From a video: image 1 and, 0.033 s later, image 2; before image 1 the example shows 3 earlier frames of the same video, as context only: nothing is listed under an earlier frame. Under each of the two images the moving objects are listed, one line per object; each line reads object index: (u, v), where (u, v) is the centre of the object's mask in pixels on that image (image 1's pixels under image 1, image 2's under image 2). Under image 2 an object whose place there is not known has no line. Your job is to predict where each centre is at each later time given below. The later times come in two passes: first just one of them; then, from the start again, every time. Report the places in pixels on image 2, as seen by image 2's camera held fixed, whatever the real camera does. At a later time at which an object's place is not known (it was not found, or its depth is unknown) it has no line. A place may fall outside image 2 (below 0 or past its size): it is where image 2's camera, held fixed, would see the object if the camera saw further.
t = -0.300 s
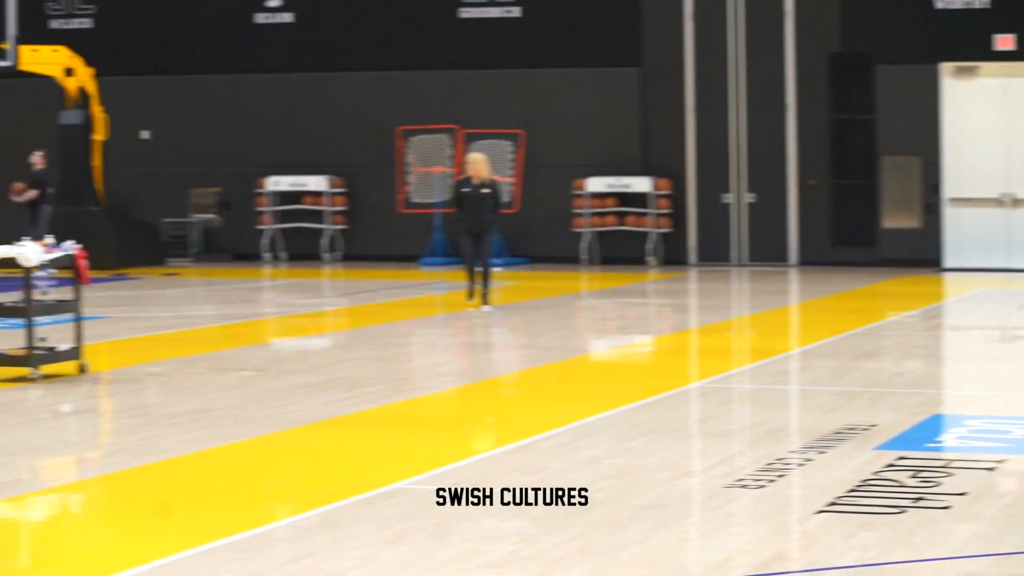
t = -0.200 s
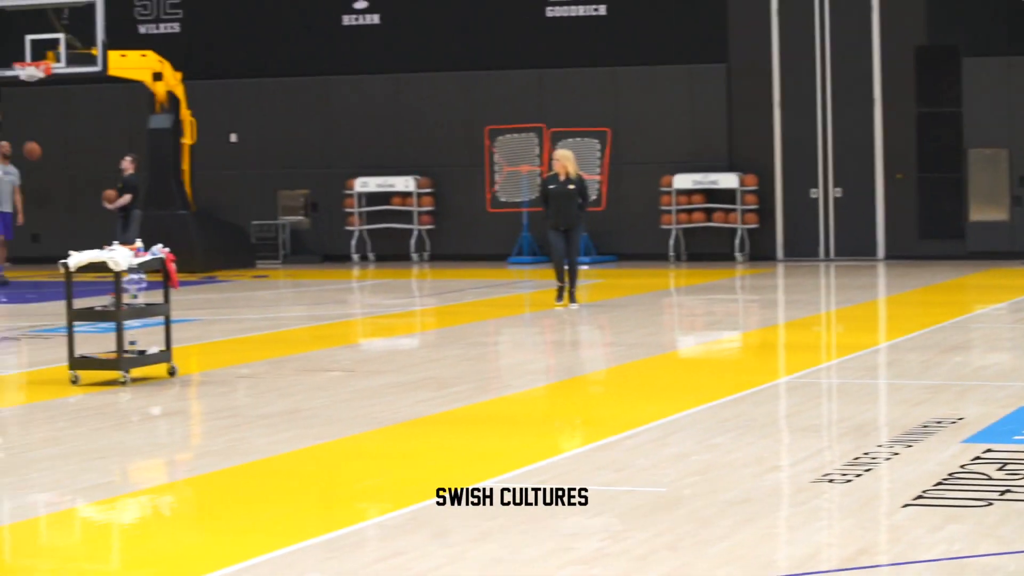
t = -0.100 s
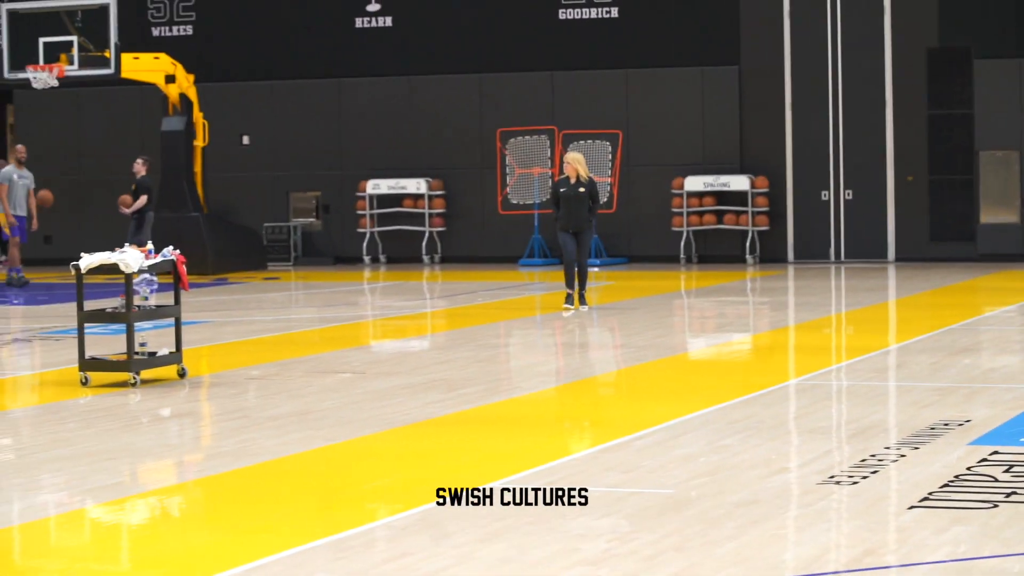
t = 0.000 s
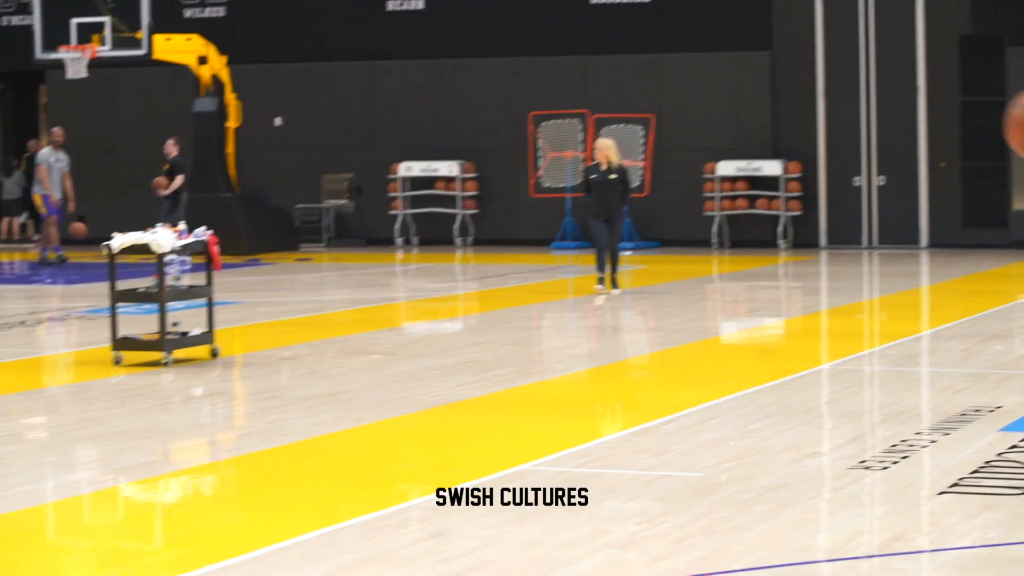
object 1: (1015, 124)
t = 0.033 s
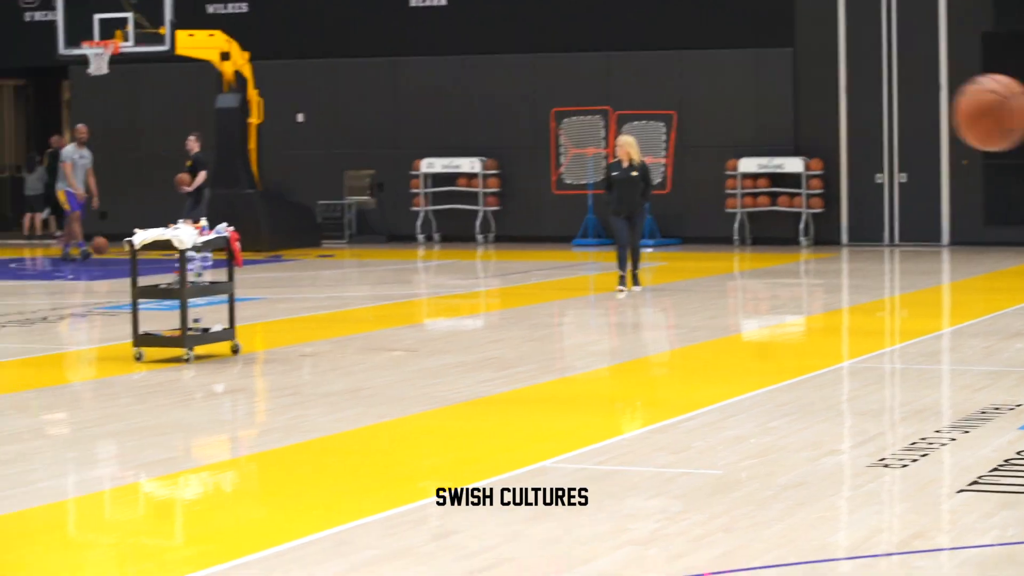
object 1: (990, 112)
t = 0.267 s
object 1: (387, 138)
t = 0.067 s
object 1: (915, 106)
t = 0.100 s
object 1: (837, 102)
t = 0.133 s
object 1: (755, 102)
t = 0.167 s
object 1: (672, 103)
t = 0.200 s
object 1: (578, 110)
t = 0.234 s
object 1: (487, 123)
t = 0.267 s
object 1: (387, 138)
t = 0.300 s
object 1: (294, 162)
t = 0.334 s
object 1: (195, 186)
